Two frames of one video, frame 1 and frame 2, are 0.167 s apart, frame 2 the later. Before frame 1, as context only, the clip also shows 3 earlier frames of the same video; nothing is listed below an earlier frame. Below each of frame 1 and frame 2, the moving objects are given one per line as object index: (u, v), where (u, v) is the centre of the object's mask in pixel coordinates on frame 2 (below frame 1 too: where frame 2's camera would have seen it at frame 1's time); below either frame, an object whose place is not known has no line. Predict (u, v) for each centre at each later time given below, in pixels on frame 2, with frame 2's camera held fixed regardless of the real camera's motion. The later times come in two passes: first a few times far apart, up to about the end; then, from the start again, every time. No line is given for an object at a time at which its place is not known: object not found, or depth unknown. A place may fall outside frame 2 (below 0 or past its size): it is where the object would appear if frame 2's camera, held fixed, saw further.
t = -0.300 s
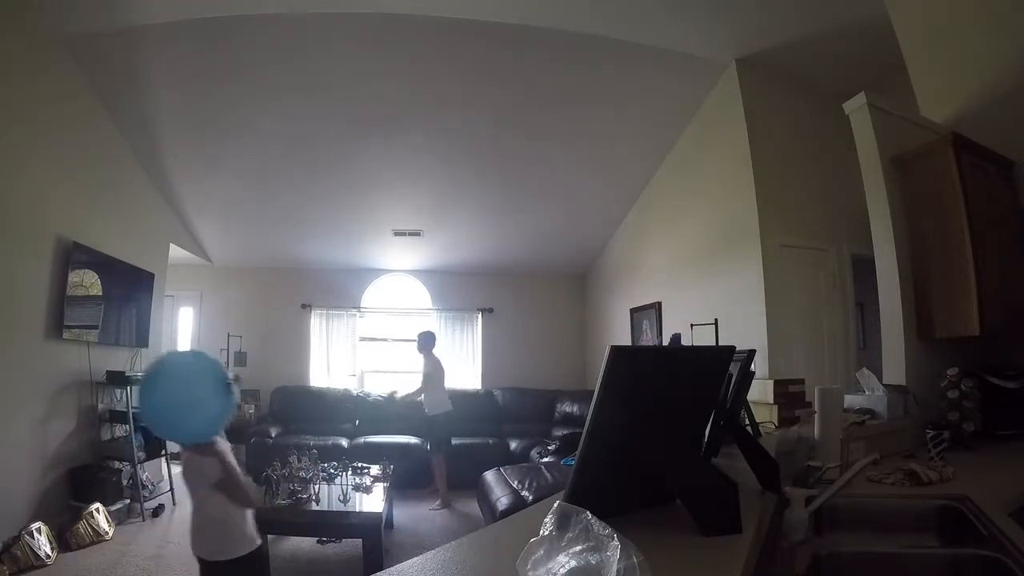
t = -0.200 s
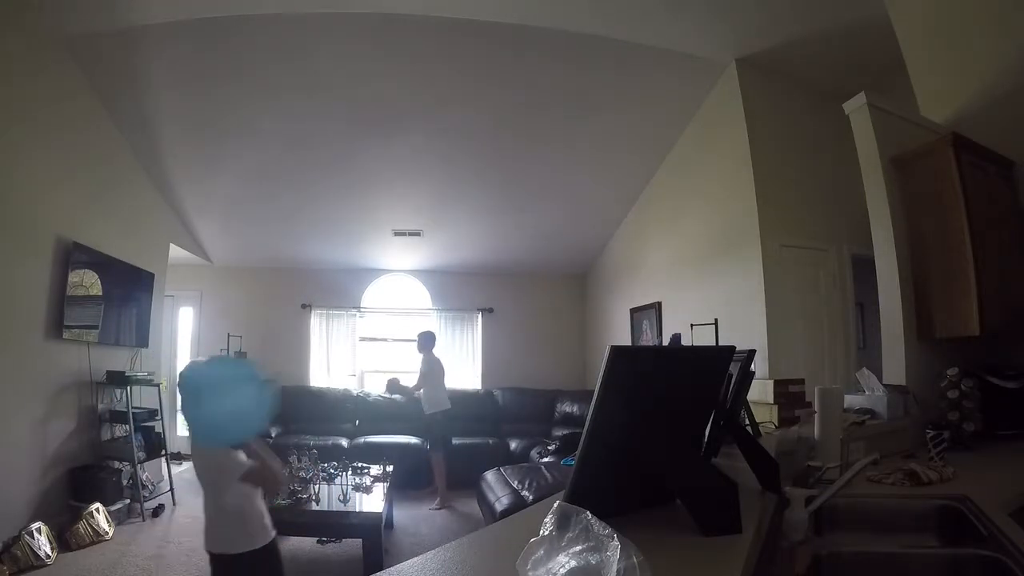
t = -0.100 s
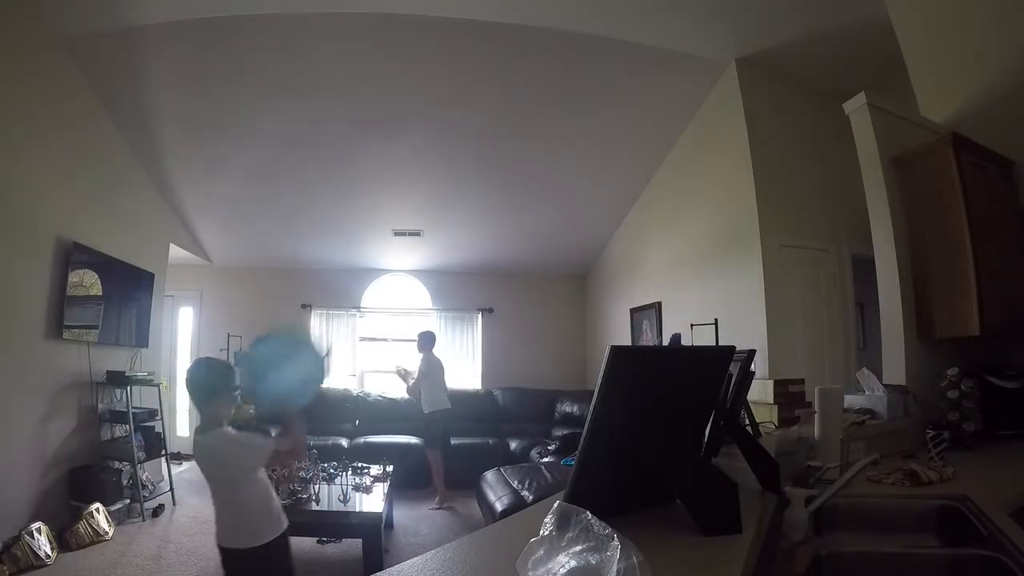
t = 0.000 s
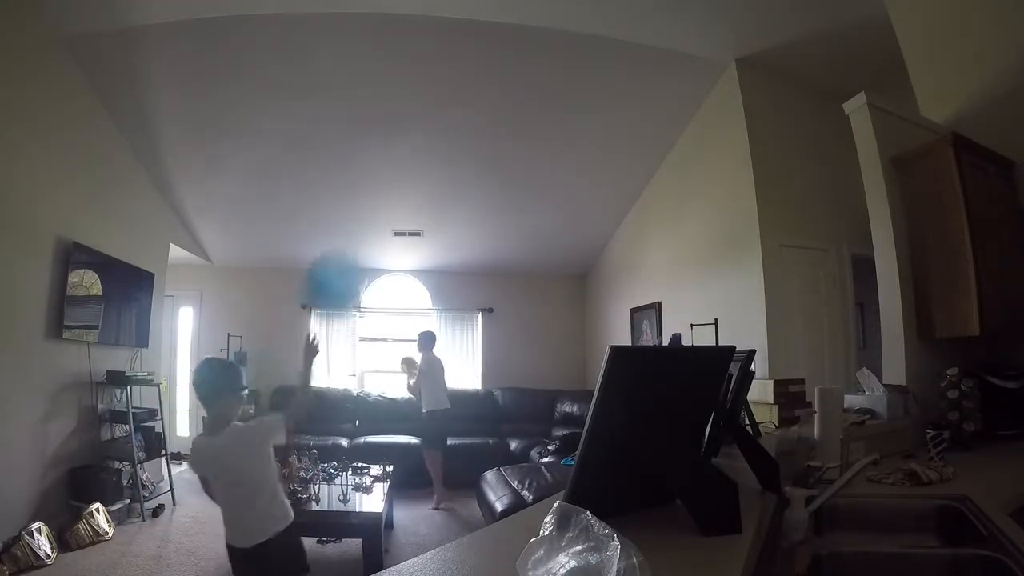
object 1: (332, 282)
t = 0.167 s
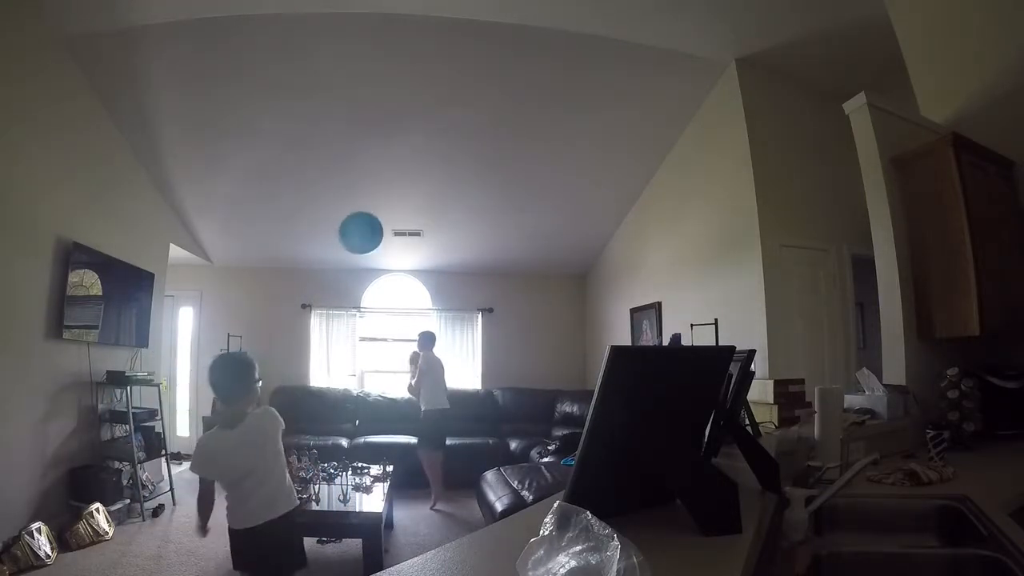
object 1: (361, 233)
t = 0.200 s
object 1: (361, 234)
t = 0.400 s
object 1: (364, 257)
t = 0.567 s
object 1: (367, 288)
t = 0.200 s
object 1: (361, 234)
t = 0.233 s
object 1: (362, 237)
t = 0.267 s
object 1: (362, 240)
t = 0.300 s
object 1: (362, 244)
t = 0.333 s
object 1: (363, 248)
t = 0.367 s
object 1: (363, 253)
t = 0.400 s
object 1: (364, 257)
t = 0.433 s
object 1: (366, 264)
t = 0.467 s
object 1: (366, 269)
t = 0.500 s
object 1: (369, 275)
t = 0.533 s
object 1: (368, 281)
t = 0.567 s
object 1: (367, 288)
